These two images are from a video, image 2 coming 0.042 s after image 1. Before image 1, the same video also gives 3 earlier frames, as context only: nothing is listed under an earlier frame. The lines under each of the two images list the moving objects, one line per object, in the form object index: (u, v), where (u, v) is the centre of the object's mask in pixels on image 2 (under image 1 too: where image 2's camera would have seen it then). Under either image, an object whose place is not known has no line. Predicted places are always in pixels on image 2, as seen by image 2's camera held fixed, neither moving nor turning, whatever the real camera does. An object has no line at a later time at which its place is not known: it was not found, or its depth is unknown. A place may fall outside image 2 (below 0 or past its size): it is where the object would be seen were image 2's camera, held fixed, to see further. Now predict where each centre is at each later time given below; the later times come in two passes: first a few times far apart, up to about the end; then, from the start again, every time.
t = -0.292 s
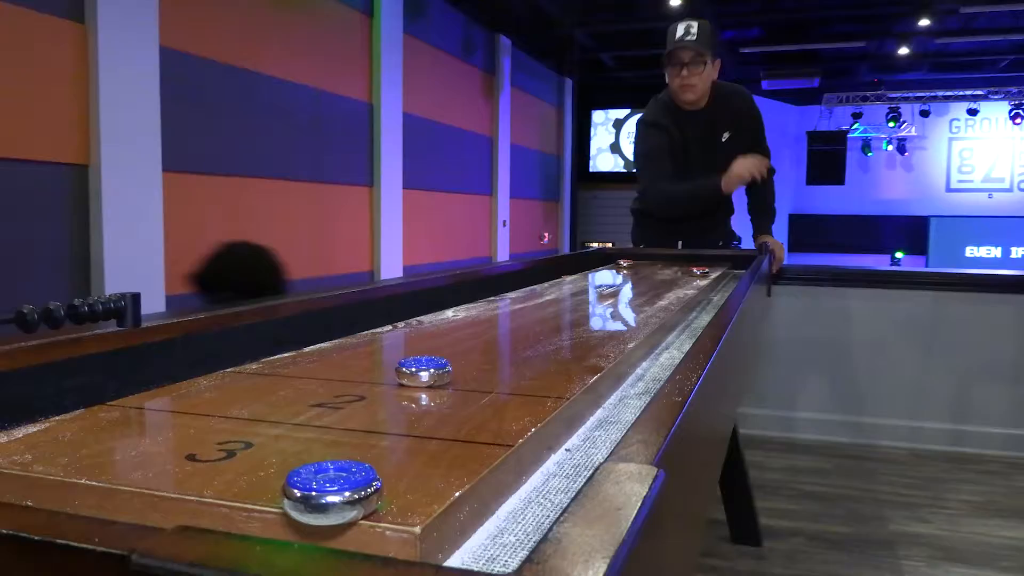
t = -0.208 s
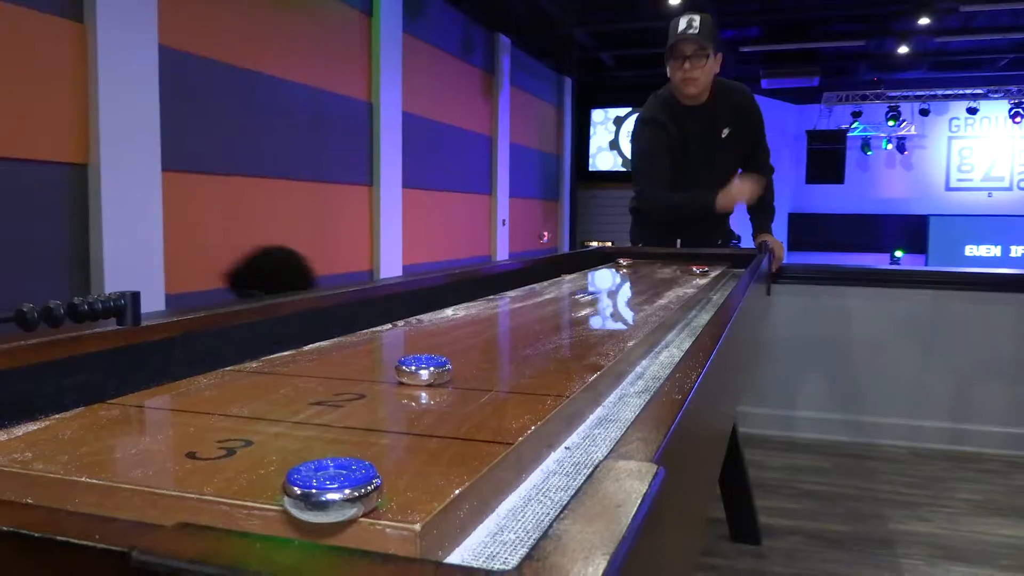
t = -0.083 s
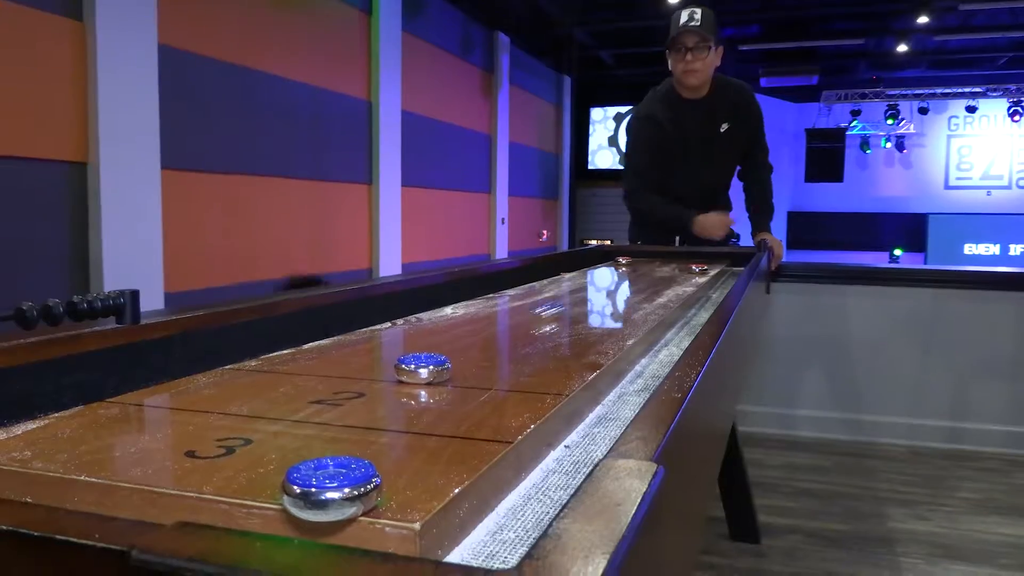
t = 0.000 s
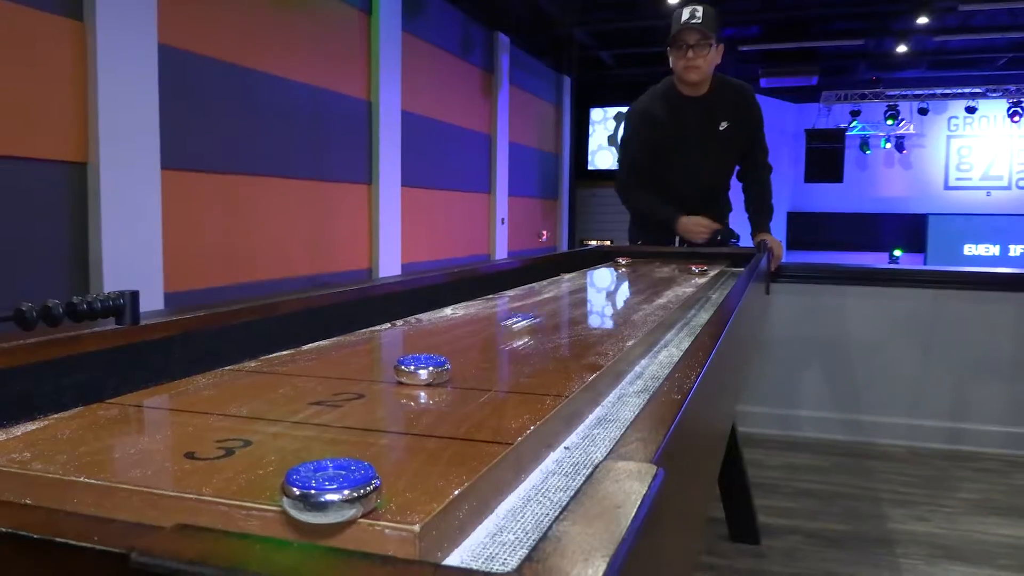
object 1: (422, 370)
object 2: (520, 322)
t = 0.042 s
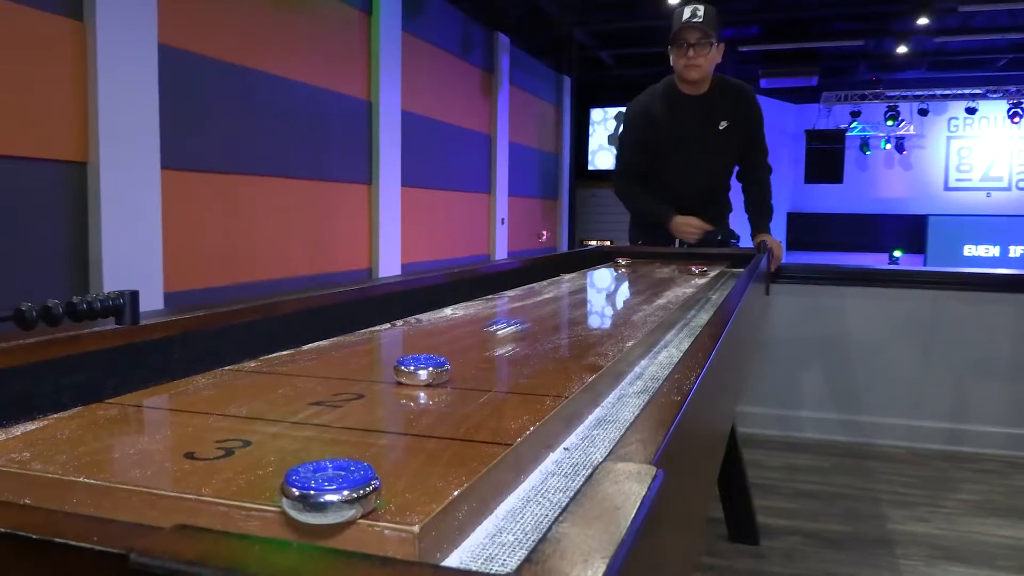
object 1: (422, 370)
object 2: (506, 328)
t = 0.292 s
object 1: (421, 374)
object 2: (414, 354)
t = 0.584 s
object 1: (407, 405)
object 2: (386, 360)
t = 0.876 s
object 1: (407, 406)
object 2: (384, 360)
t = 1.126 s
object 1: (407, 406)
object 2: (384, 360)
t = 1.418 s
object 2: (384, 360)
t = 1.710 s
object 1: (407, 406)
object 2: (384, 360)
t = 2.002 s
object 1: (407, 406)
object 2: (384, 360)
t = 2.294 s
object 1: (407, 406)
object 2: (384, 360)
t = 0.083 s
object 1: (422, 369)
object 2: (491, 334)
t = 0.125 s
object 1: (422, 370)
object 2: (477, 339)
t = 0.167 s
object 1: (422, 370)
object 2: (461, 345)
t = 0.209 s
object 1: (422, 370)
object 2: (445, 348)
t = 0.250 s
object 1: (421, 370)
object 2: (431, 351)
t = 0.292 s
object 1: (421, 374)
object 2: (414, 354)
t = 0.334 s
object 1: (418, 380)
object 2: (402, 357)
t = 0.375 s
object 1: (415, 387)
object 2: (397, 359)
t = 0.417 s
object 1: (413, 392)
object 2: (392, 360)
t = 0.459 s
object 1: (411, 396)
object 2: (390, 360)
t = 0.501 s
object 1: (410, 400)
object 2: (388, 360)
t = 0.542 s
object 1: (408, 403)
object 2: (387, 360)
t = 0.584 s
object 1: (407, 405)
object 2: (386, 360)
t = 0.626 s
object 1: (407, 406)
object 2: (385, 360)
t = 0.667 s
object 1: (407, 405)
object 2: (385, 360)
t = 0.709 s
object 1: (407, 406)
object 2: (384, 360)
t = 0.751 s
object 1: (407, 406)
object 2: (384, 360)
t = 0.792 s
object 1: (407, 406)
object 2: (384, 360)
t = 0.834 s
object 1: (407, 406)
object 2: (384, 360)
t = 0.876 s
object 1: (407, 406)
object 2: (384, 360)
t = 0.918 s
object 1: (406, 406)
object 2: (384, 360)
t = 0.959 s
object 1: (406, 406)
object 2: (384, 360)
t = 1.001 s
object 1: (406, 406)
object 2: (384, 360)
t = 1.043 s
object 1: (407, 406)
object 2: (384, 360)
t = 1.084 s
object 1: (407, 406)
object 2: (384, 360)
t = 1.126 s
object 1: (407, 406)
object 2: (384, 360)
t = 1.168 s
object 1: (407, 406)
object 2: (384, 360)
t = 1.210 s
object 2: (384, 360)
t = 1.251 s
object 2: (384, 360)
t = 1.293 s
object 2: (384, 360)
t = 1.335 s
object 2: (384, 360)
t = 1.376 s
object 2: (384, 360)
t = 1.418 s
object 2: (384, 360)
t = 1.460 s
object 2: (384, 360)
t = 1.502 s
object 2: (384, 360)
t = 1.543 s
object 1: (407, 406)
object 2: (384, 360)
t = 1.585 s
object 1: (407, 406)
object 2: (384, 360)
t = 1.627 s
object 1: (407, 406)
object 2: (384, 360)
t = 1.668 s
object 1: (407, 406)
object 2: (384, 360)
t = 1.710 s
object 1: (407, 406)
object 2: (384, 360)
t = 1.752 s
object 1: (407, 406)
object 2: (384, 360)
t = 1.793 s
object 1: (407, 406)
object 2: (384, 360)
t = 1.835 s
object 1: (407, 406)
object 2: (384, 361)
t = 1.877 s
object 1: (407, 406)
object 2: (384, 361)
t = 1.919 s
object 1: (407, 406)
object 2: (384, 361)
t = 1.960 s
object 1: (407, 406)
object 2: (384, 361)
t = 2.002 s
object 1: (407, 406)
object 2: (384, 360)
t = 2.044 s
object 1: (407, 406)
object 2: (384, 360)
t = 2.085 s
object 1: (407, 406)
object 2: (384, 360)
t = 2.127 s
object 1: (407, 406)
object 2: (384, 360)
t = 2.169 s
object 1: (407, 406)
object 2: (384, 360)
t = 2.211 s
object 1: (407, 406)
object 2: (384, 360)
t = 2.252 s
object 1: (407, 406)
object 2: (384, 360)
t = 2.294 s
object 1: (407, 406)
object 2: (384, 360)
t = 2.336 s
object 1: (407, 406)
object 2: (384, 360)
